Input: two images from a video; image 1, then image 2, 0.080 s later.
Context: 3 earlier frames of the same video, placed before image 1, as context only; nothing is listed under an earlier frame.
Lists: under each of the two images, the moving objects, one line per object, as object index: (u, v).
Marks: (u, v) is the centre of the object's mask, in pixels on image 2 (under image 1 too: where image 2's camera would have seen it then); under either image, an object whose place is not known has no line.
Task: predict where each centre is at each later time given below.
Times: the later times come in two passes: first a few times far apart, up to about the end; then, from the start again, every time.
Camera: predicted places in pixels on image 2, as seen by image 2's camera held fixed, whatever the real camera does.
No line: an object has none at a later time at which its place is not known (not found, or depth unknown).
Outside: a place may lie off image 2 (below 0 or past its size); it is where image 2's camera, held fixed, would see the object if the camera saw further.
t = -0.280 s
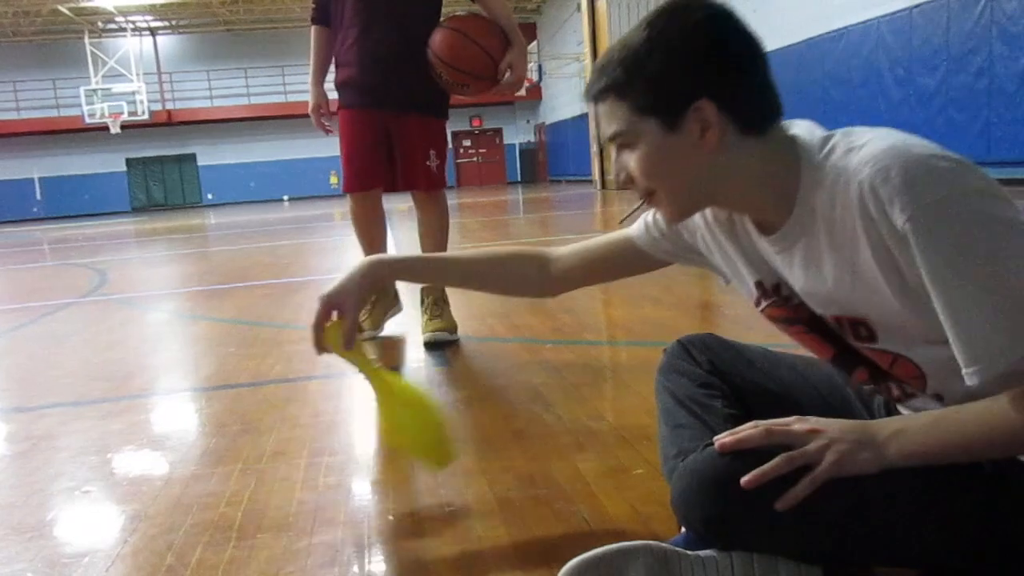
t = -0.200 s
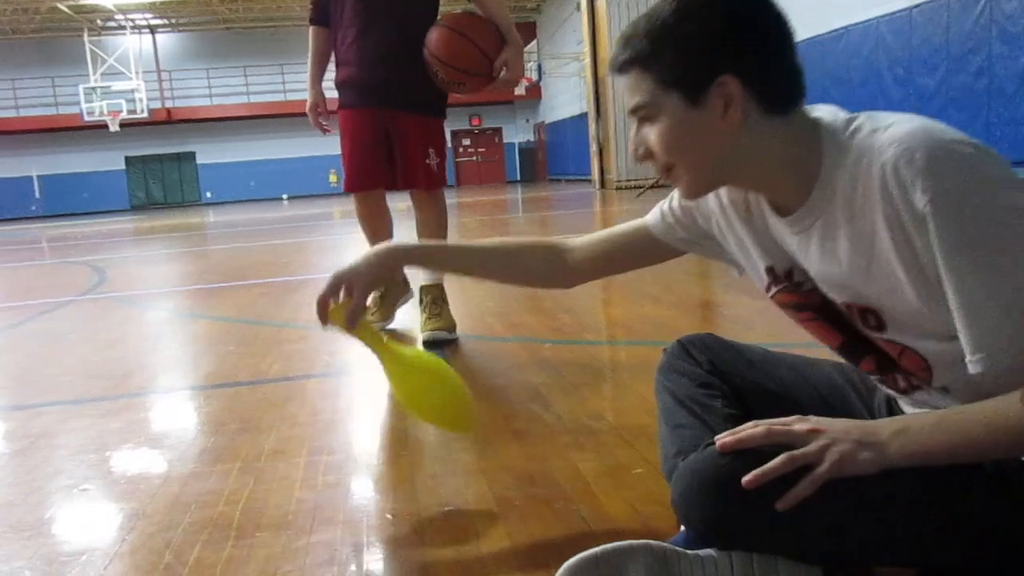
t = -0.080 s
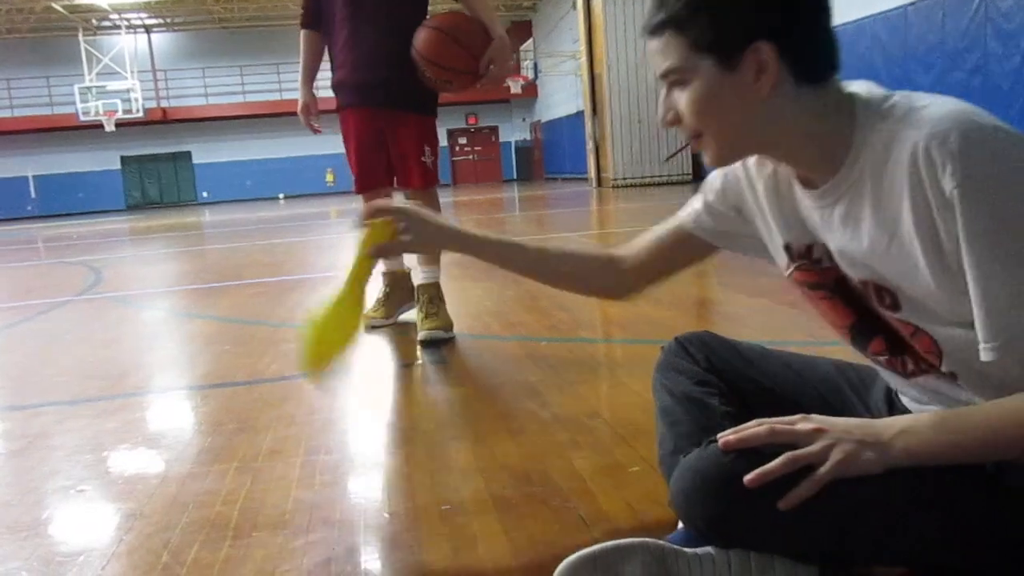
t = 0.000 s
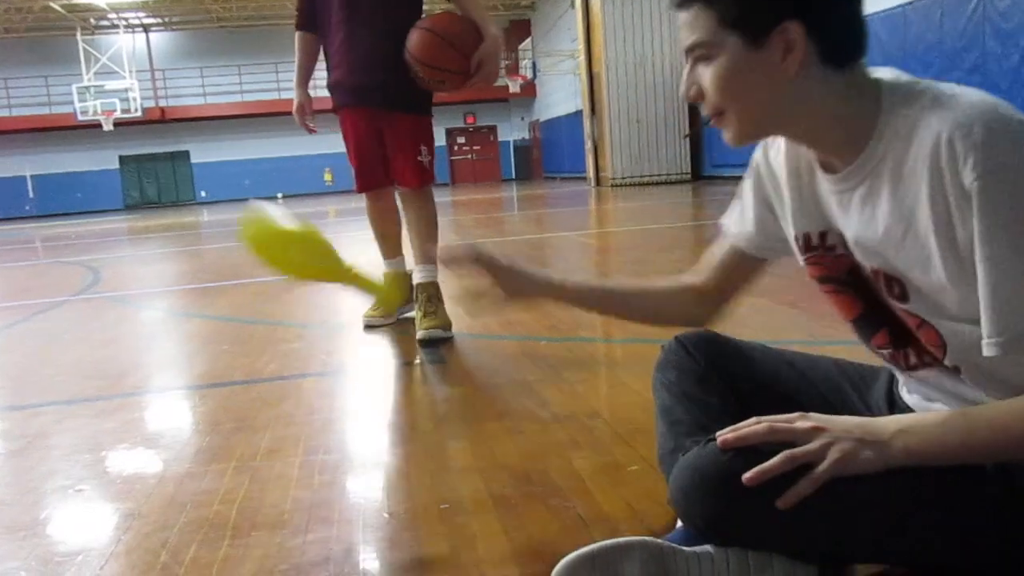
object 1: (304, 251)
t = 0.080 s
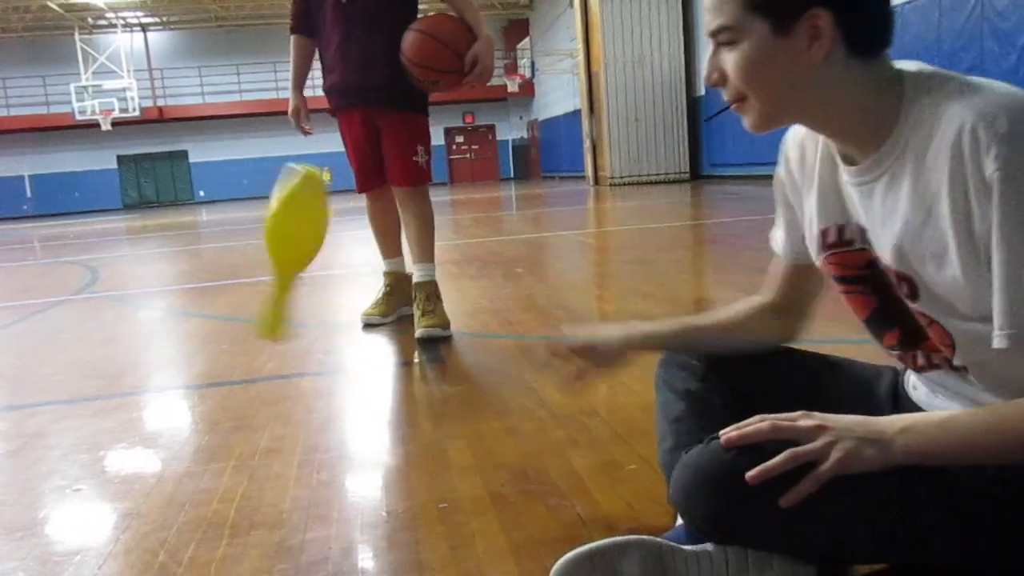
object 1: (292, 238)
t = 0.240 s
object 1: (258, 349)
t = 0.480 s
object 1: (182, 389)
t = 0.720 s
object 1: (124, 486)
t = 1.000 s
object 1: (124, 470)
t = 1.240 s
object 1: (118, 484)
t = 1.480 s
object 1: (115, 489)
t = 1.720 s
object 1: (121, 493)
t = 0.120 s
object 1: (286, 254)
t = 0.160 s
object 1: (269, 277)
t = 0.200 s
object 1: (264, 309)
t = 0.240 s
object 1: (258, 349)
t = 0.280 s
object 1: (254, 394)
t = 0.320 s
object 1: (253, 452)
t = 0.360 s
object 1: (239, 454)
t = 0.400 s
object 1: (217, 425)
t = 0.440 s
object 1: (198, 404)
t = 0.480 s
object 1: (182, 389)
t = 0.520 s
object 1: (169, 388)
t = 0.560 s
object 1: (157, 391)
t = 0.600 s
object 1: (146, 405)
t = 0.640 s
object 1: (137, 426)
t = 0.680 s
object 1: (128, 457)
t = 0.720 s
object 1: (124, 486)
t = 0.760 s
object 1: (120, 467)
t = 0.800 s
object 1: (117, 456)
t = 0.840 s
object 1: (114, 453)
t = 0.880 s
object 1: (114, 452)
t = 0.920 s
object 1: (115, 451)
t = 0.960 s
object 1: (120, 460)
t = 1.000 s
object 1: (124, 470)
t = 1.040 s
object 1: (128, 482)
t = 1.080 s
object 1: (125, 484)
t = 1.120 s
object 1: (123, 480)
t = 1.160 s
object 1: (119, 483)
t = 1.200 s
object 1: (118, 478)
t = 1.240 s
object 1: (118, 484)
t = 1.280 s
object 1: (118, 483)
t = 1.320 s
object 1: (115, 484)
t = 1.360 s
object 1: (115, 485)
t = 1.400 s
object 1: (114, 488)
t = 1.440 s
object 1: (118, 485)
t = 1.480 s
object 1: (115, 489)
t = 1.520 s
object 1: (117, 490)
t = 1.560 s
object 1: (119, 491)
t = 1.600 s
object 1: (119, 491)
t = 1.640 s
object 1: (119, 492)
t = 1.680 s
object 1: (119, 493)
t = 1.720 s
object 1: (121, 493)
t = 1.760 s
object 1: (124, 494)
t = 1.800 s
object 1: (127, 493)
